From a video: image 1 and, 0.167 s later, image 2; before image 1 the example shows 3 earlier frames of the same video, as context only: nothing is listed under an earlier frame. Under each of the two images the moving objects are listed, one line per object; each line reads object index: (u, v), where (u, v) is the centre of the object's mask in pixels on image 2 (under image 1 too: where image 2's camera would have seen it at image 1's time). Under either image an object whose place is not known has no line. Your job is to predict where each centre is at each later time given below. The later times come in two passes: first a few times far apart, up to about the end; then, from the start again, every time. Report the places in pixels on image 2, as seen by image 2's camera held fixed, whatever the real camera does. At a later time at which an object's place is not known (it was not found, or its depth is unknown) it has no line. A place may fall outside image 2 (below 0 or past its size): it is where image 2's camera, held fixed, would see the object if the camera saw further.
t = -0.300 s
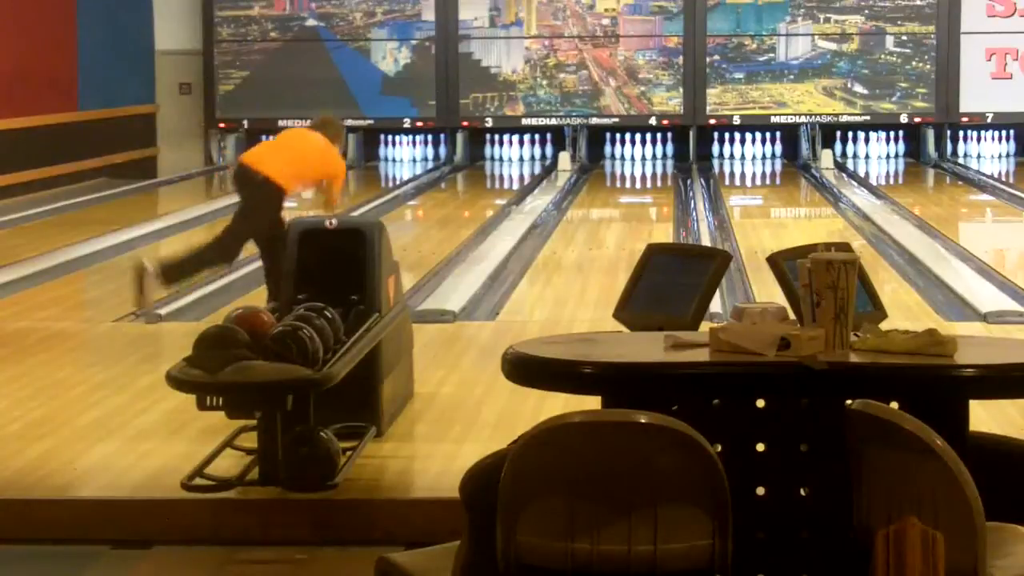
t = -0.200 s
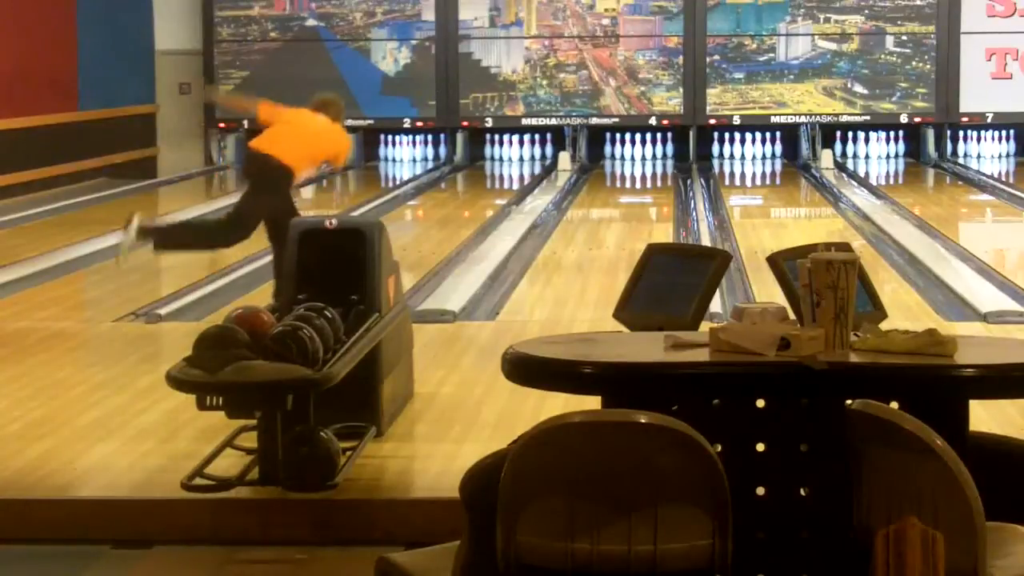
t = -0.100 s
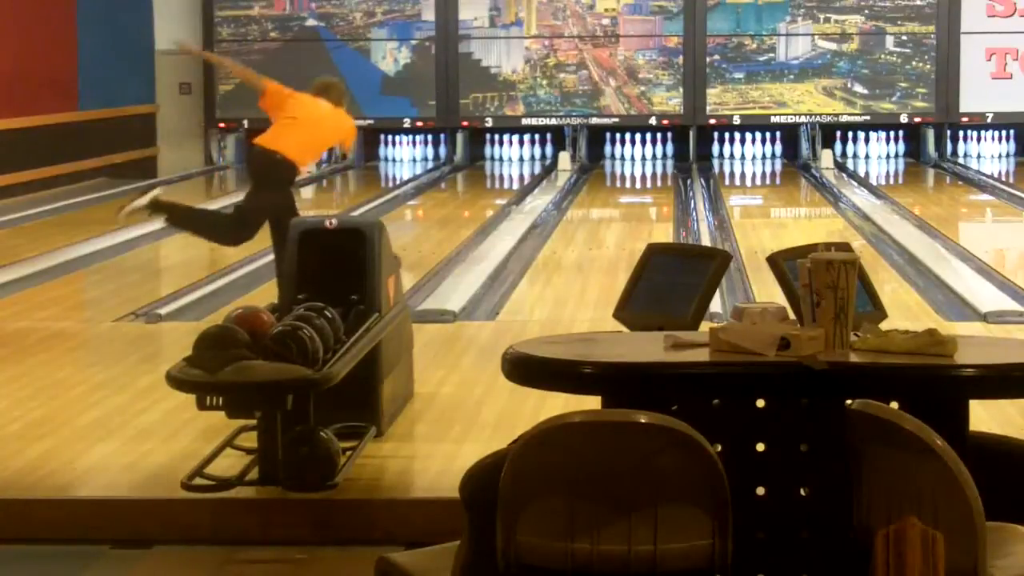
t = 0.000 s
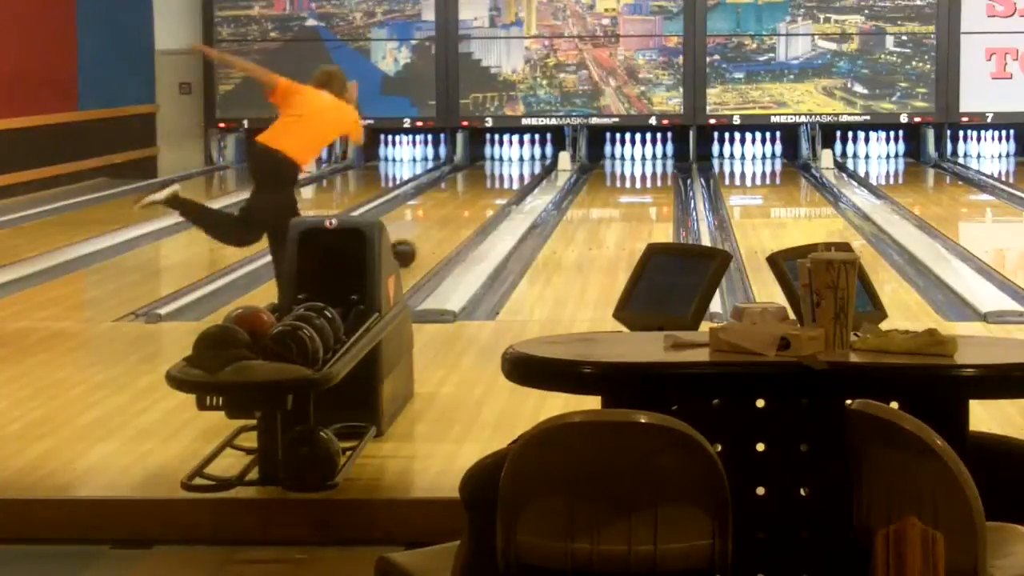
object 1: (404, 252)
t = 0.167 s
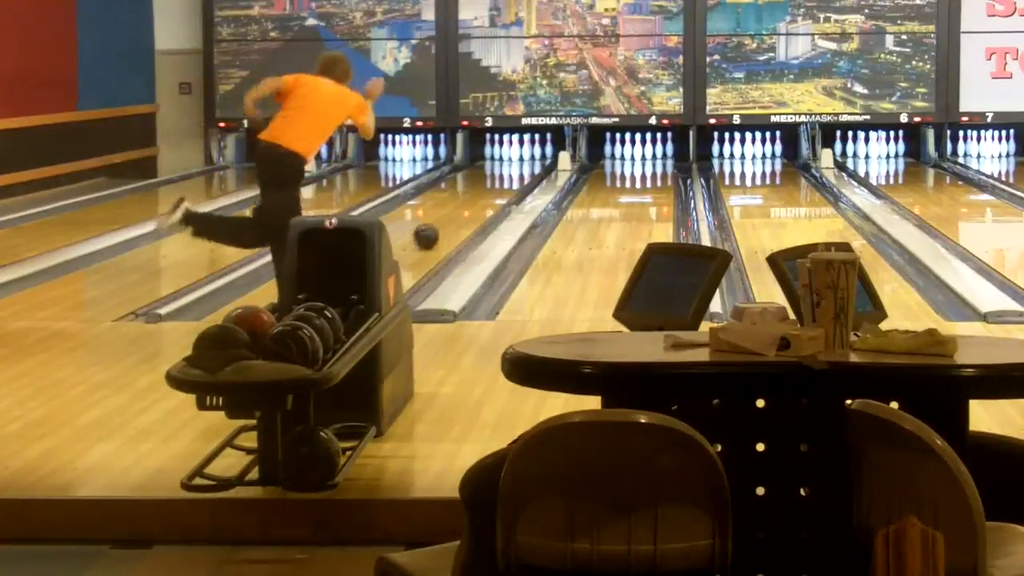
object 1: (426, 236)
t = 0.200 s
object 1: (430, 233)
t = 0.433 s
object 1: (456, 215)
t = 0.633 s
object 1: (474, 203)
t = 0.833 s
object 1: (489, 191)
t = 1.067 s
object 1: (502, 181)
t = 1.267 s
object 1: (510, 173)
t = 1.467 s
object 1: (516, 166)
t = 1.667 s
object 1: (519, 160)
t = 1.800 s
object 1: (519, 157)
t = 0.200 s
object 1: (430, 233)
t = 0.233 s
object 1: (435, 230)
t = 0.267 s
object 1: (439, 228)
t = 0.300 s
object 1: (442, 225)
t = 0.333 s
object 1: (446, 222)
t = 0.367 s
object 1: (449, 220)
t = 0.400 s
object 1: (453, 217)
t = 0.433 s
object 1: (456, 215)
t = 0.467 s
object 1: (460, 213)
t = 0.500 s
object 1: (462, 211)
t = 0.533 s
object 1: (465, 209)
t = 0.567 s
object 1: (469, 207)
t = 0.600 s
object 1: (471, 206)
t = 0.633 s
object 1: (474, 203)
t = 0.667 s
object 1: (476, 202)
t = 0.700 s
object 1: (479, 200)
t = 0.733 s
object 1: (482, 198)
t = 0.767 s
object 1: (484, 196)
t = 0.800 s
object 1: (486, 194)
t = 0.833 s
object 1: (489, 191)
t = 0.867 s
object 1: (491, 189)
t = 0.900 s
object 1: (492, 188)
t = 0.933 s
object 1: (494, 187)
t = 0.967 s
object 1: (496, 185)
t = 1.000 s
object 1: (499, 183)
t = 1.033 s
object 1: (501, 183)
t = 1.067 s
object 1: (502, 181)
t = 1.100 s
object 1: (503, 180)
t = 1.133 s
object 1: (505, 178)
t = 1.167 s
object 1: (506, 177)
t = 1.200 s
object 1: (507, 176)
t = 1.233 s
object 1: (509, 174)
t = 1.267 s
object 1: (510, 173)
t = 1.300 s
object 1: (512, 172)
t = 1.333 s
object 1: (512, 170)
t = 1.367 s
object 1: (514, 169)
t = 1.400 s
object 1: (515, 168)
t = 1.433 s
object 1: (515, 167)
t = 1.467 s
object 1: (516, 166)
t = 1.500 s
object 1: (517, 165)
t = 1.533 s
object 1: (517, 164)
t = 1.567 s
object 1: (517, 163)
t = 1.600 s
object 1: (518, 162)
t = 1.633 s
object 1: (518, 161)
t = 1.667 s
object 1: (519, 160)
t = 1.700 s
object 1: (519, 159)
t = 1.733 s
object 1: (519, 158)
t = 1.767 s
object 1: (519, 157)
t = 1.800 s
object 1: (519, 157)
